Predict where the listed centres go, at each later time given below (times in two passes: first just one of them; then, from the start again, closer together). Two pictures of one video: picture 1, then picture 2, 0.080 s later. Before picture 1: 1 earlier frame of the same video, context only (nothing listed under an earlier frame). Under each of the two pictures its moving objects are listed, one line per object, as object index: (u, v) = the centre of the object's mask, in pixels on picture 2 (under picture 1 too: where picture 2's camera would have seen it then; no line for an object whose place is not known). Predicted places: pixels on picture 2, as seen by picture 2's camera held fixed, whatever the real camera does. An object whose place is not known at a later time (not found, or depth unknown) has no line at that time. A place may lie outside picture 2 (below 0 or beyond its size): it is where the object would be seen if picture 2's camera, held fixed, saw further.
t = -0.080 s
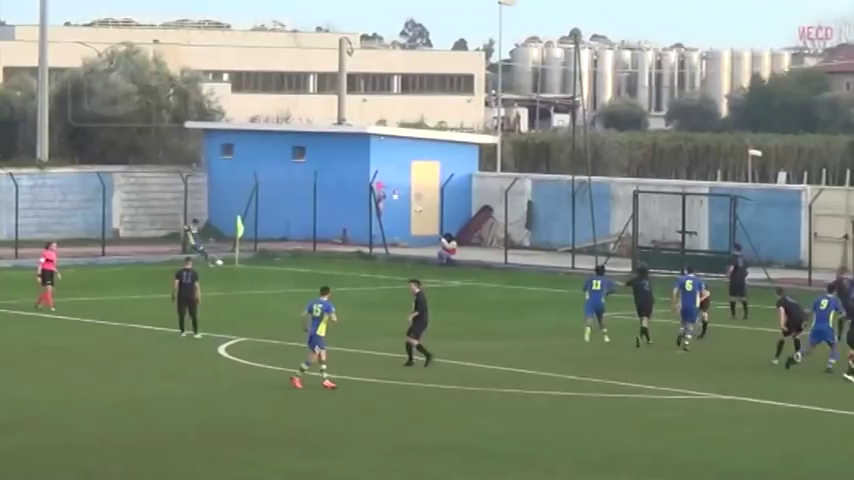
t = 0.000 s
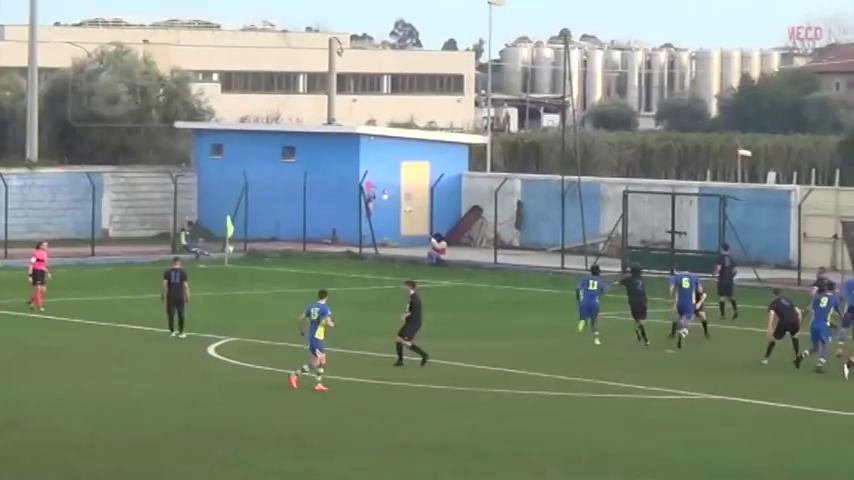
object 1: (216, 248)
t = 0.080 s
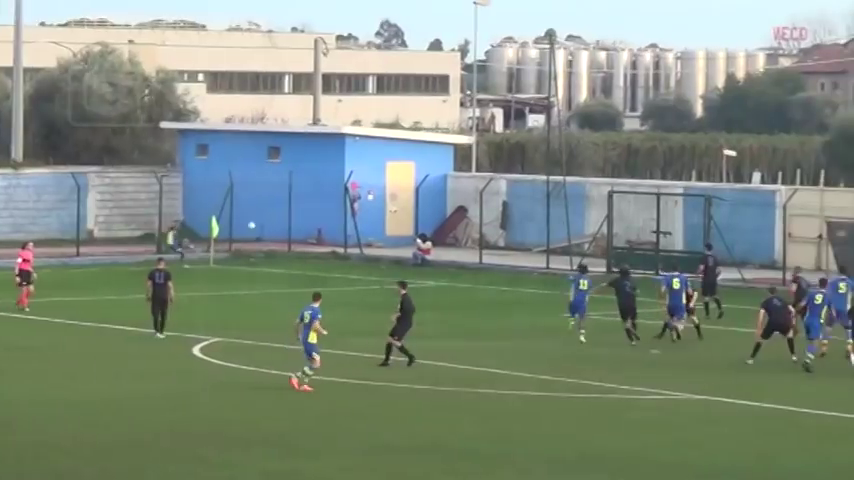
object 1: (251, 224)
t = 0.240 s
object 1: (319, 179)
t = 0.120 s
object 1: (269, 213)
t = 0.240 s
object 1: (319, 179)
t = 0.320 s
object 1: (353, 161)
